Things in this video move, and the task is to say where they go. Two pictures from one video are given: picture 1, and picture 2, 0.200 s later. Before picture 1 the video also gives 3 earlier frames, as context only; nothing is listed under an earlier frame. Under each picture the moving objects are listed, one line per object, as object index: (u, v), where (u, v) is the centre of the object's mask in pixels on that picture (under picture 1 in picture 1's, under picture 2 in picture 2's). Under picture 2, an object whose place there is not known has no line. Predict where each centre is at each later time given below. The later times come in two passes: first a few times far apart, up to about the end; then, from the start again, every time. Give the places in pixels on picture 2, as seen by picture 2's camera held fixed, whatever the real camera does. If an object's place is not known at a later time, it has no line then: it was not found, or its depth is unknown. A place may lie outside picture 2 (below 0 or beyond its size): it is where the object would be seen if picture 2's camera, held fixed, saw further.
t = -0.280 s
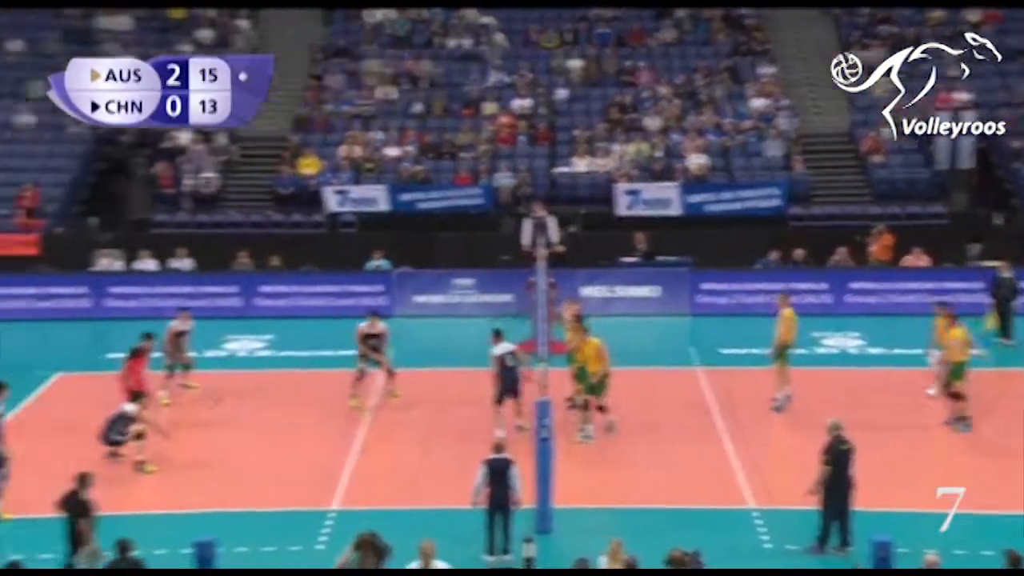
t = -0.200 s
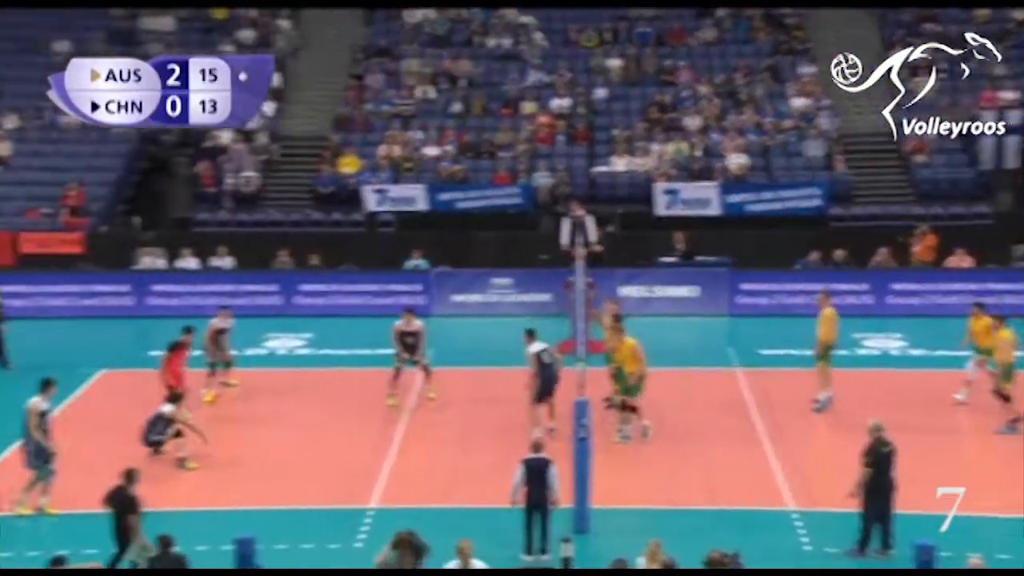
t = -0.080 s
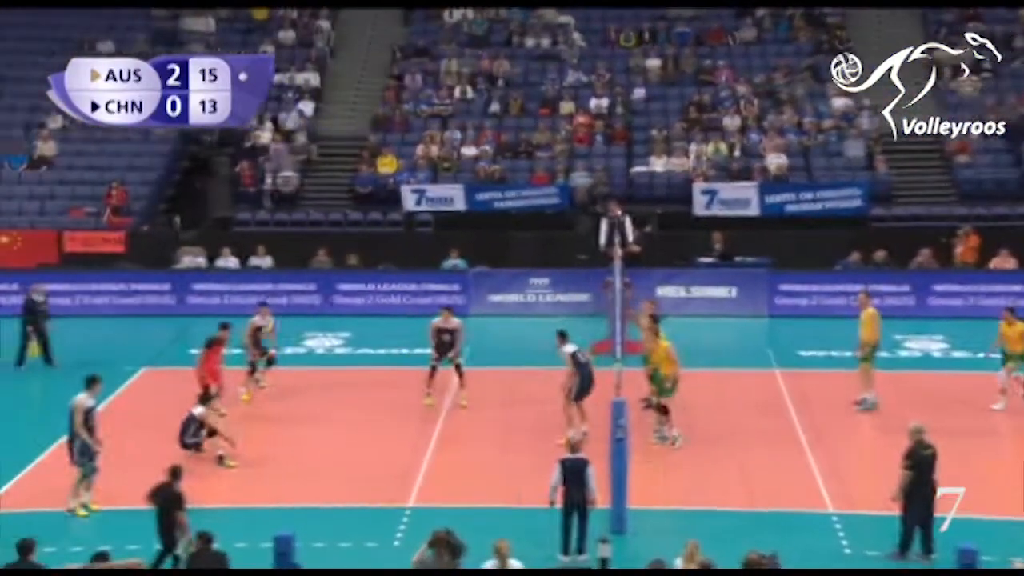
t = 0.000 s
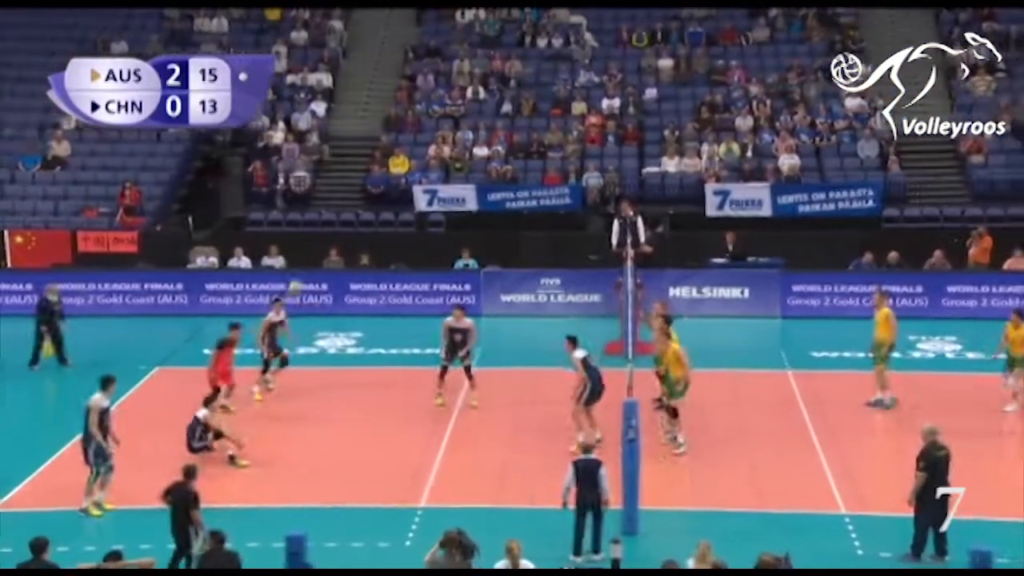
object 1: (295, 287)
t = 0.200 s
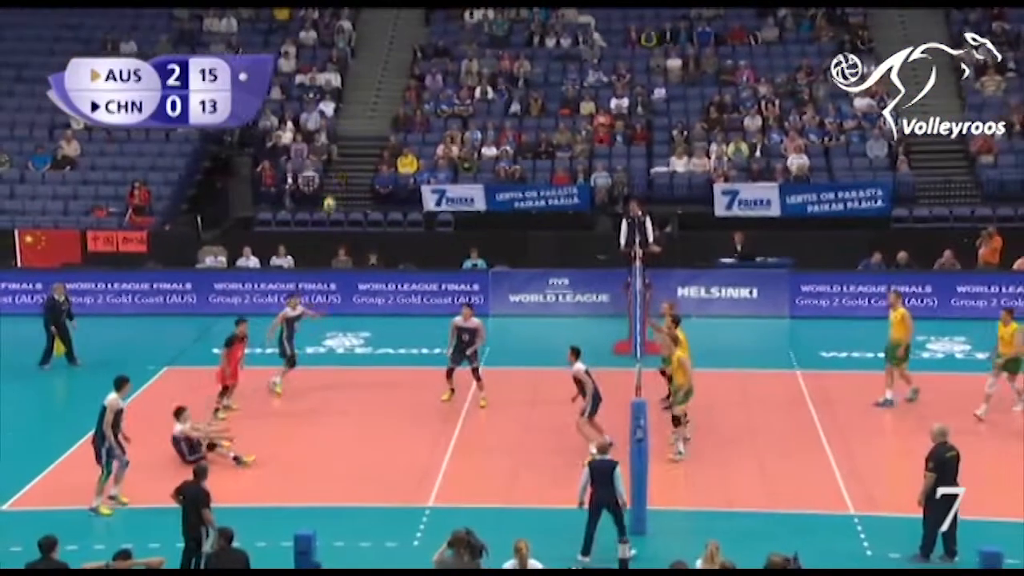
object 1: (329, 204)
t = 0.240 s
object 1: (334, 191)
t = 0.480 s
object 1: (364, 132)
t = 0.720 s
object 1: (391, 106)
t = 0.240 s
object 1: (334, 191)
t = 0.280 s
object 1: (340, 179)
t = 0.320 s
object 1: (343, 167)
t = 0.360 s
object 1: (349, 157)
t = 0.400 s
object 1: (354, 147)
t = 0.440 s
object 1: (358, 139)
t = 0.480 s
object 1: (364, 132)
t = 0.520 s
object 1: (367, 123)
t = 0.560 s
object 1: (372, 119)
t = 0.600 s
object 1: (377, 113)
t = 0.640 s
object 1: (381, 110)
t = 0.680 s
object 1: (387, 108)
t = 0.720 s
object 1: (391, 106)
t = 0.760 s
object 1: (395, 105)
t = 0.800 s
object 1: (401, 105)
